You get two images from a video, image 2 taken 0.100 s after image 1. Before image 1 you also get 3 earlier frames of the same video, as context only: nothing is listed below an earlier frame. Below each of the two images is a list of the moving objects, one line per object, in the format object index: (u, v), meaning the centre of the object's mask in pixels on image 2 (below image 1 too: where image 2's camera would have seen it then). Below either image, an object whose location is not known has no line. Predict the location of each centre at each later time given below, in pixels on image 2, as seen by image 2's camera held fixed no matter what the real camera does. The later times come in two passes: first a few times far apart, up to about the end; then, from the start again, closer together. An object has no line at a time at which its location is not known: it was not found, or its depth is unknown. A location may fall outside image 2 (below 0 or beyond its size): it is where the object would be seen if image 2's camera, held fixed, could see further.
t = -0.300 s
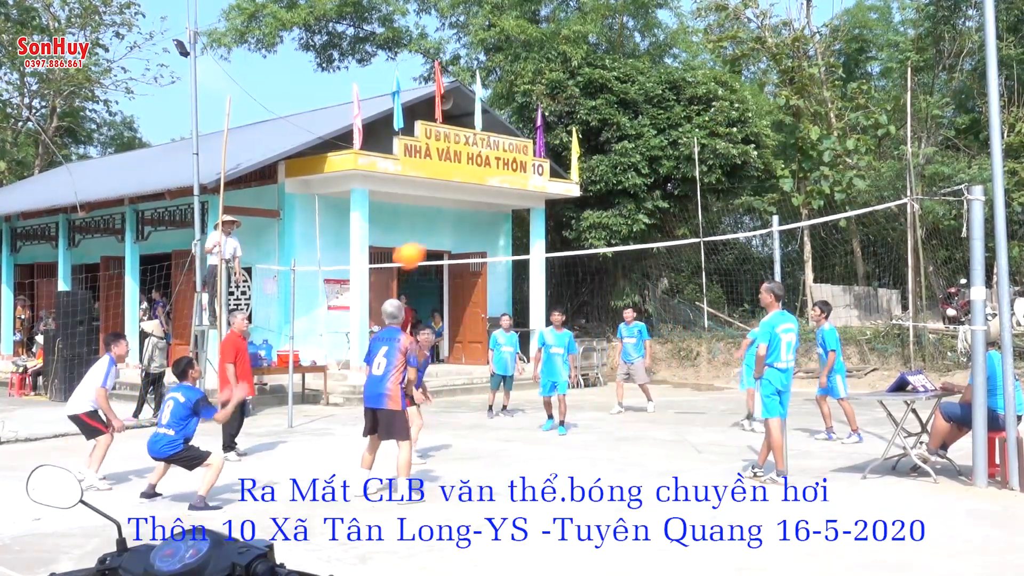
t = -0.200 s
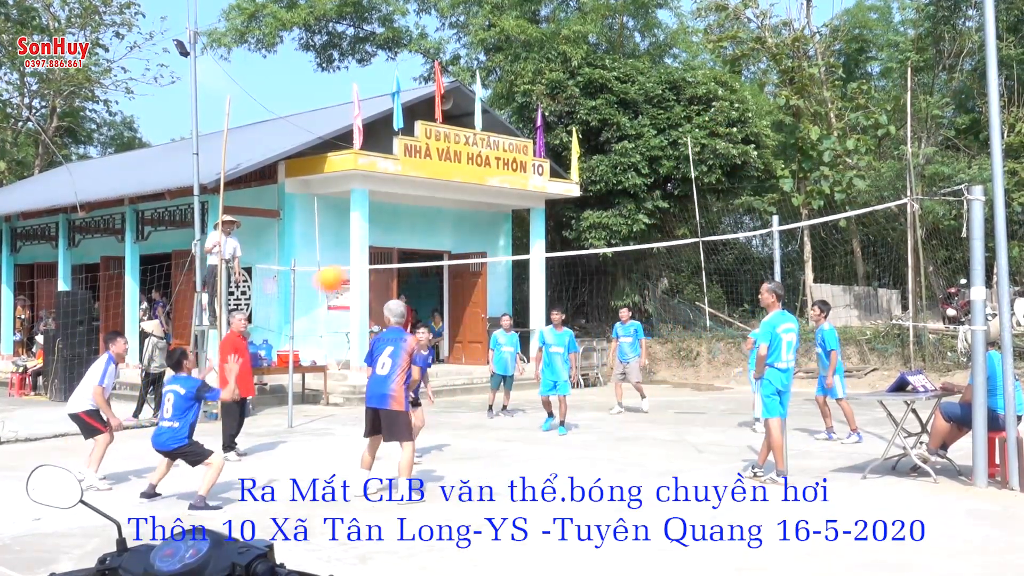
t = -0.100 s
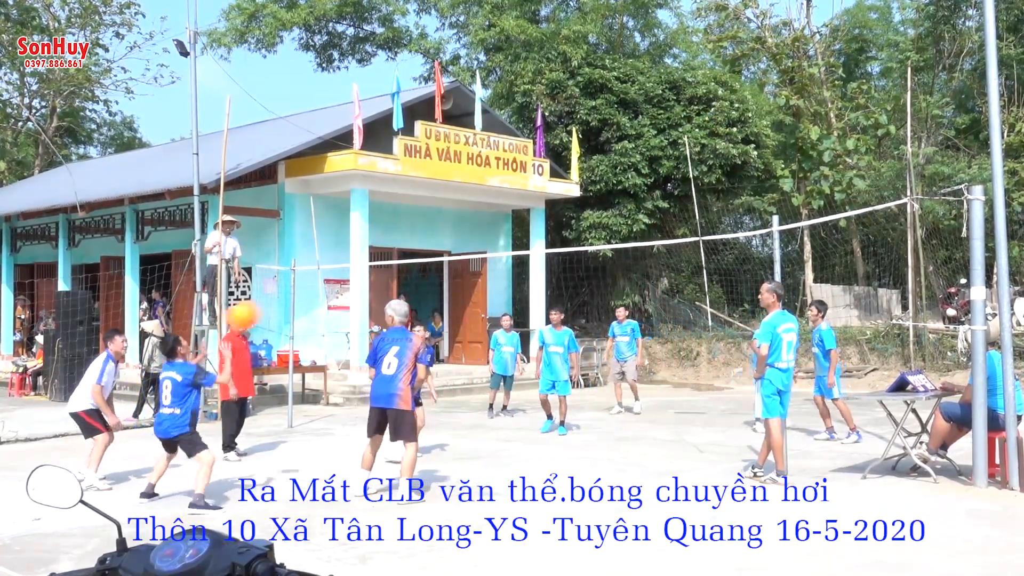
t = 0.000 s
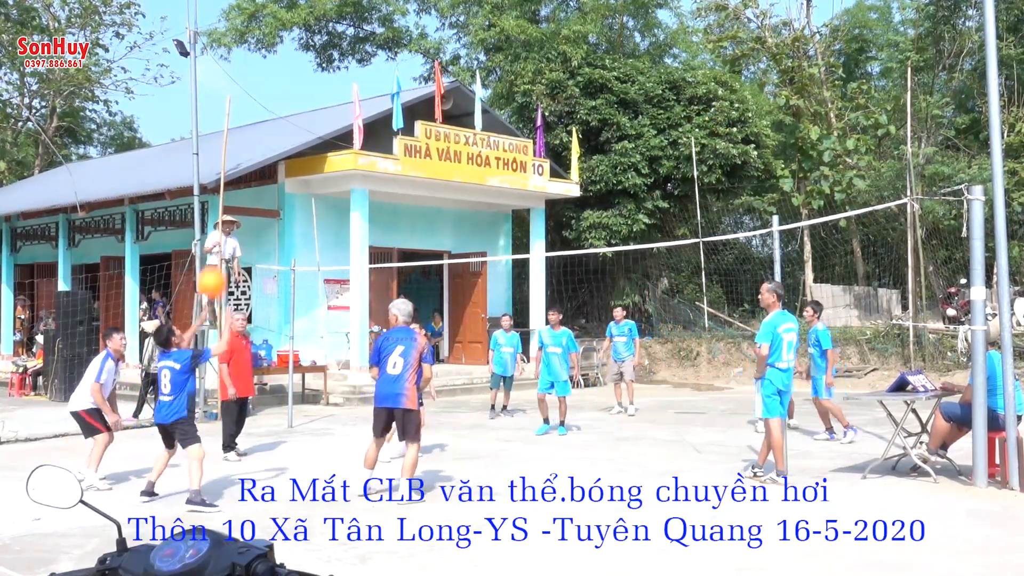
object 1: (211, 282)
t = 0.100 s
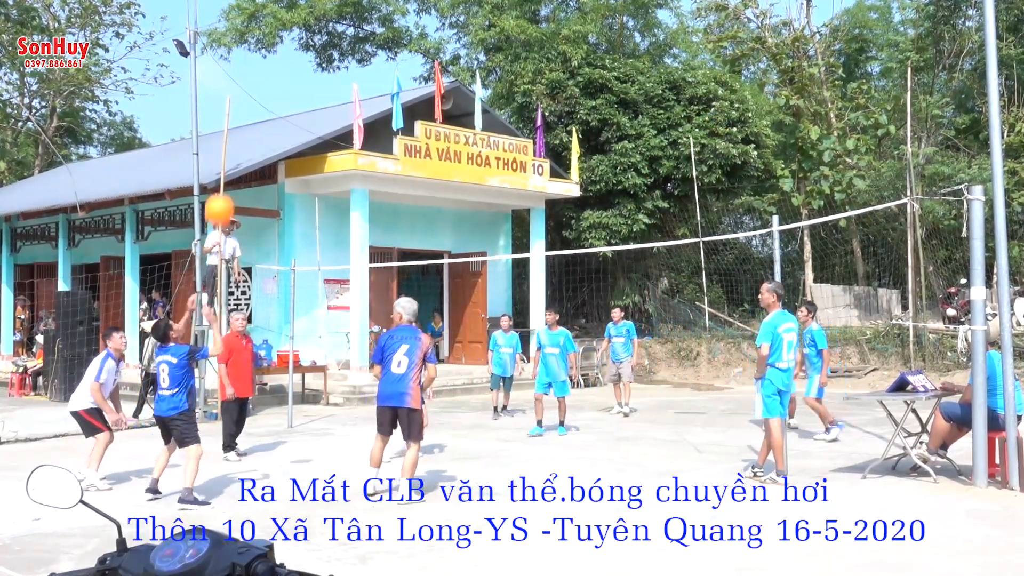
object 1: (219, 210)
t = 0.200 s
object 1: (228, 149)
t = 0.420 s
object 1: (244, 58)
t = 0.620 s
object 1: (256, 23)
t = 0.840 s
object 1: (270, 32)
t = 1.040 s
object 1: (281, 82)
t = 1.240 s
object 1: (293, 174)
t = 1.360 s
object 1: (299, 247)
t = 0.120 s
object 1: (221, 197)
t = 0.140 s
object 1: (223, 185)
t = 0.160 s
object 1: (225, 172)
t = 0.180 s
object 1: (226, 160)
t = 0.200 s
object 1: (228, 149)
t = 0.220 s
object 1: (229, 138)
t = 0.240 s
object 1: (231, 128)
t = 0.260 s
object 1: (232, 119)
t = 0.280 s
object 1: (233, 109)
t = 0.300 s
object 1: (235, 101)
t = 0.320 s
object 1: (236, 93)
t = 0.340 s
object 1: (238, 85)
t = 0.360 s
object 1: (239, 78)
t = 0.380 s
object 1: (241, 71)
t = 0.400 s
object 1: (242, 64)
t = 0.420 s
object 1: (244, 58)
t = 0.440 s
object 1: (245, 53)
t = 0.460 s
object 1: (246, 48)
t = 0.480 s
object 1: (247, 43)
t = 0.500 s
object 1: (249, 39)
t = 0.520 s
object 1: (250, 35)
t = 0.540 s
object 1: (251, 32)
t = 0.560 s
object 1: (253, 29)
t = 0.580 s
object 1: (254, 26)
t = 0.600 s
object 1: (255, 24)
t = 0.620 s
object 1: (256, 23)
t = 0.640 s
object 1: (258, 21)
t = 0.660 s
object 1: (259, 21)
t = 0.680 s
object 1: (260, 20)
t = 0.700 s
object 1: (262, 20)
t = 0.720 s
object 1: (262, 20)
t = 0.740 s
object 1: (264, 21)
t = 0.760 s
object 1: (265, 22)
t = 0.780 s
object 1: (266, 24)
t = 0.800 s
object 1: (267, 26)
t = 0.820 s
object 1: (269, 28)
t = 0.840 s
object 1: (270, 32)
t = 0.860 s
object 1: (271, 35)
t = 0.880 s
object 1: (272, 38)
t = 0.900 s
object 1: (273, 42)
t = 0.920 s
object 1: (274, 47)
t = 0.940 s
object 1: (276, 51)
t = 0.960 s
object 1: (277, 57)
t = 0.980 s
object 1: (278, 62)
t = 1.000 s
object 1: (279, 68)
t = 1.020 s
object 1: (280, 75)
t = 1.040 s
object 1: (281, 82)
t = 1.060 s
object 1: (282, 89)
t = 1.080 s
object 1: (284, 97)
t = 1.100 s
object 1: (285, 106)
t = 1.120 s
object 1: (286, 114)
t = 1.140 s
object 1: (287, 123)
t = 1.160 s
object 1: (288, 132)
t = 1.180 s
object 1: (290, 143)
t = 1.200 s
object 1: (291, 153)
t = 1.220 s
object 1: (292, 163)
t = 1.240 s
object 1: (293, 174)
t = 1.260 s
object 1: (294, 186)
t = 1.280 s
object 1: (295, 197)
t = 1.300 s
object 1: (296, 209)
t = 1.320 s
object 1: (297, 222)
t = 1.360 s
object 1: (299, 247)
